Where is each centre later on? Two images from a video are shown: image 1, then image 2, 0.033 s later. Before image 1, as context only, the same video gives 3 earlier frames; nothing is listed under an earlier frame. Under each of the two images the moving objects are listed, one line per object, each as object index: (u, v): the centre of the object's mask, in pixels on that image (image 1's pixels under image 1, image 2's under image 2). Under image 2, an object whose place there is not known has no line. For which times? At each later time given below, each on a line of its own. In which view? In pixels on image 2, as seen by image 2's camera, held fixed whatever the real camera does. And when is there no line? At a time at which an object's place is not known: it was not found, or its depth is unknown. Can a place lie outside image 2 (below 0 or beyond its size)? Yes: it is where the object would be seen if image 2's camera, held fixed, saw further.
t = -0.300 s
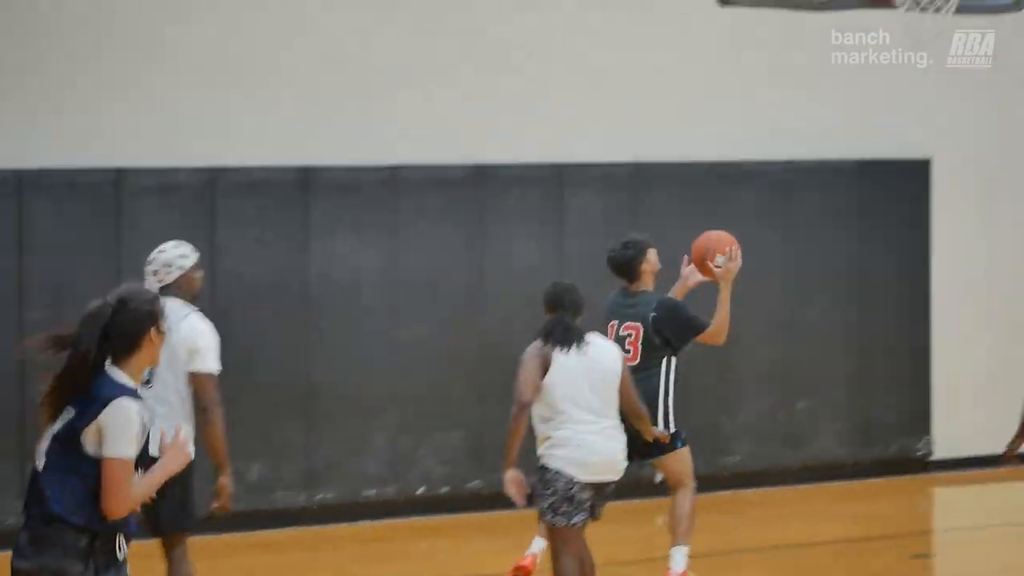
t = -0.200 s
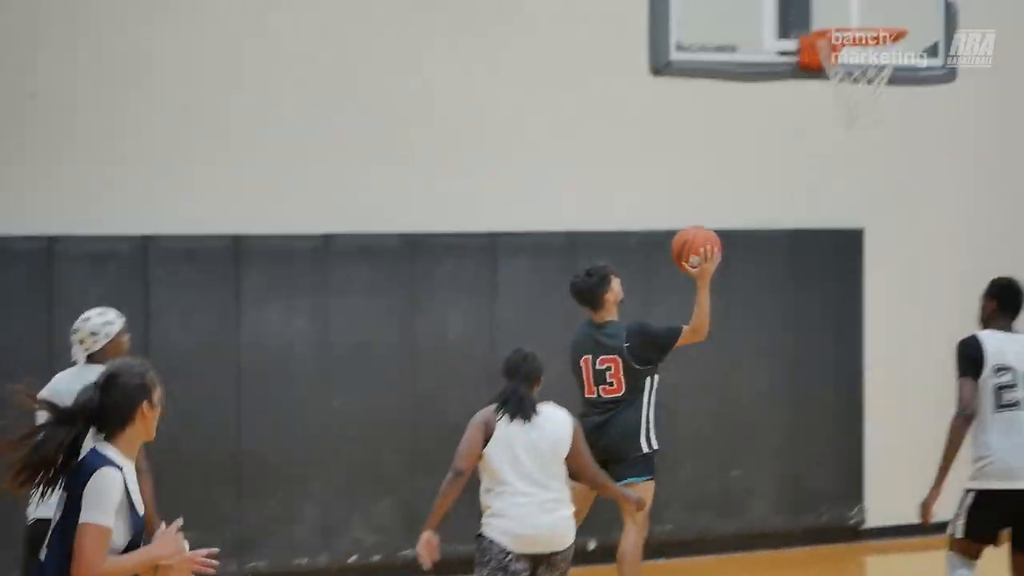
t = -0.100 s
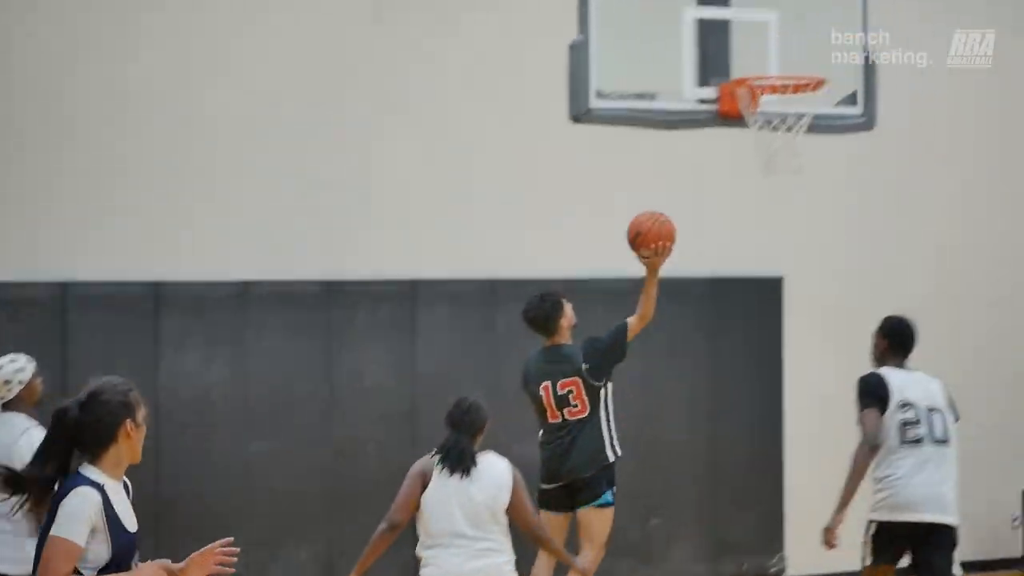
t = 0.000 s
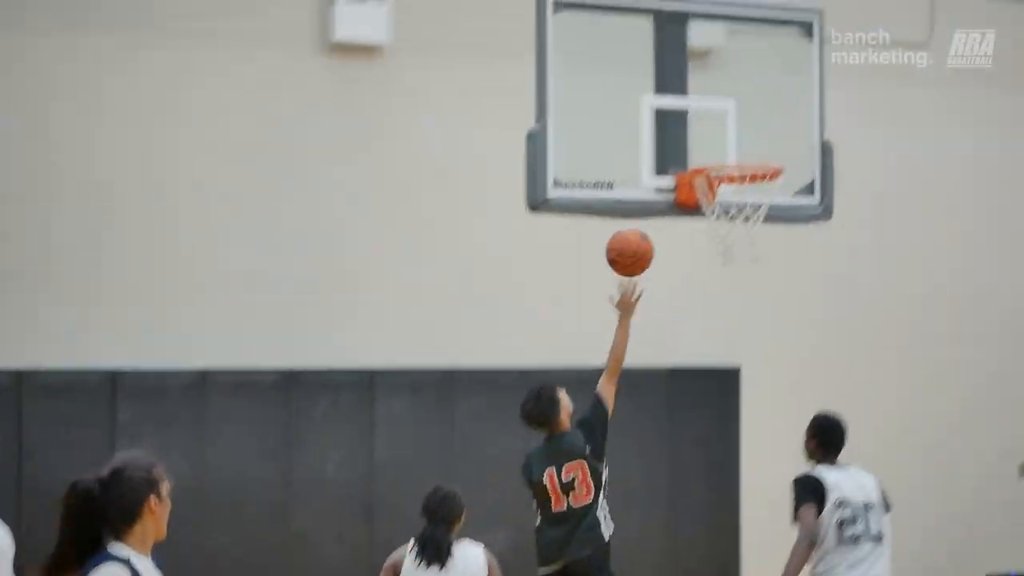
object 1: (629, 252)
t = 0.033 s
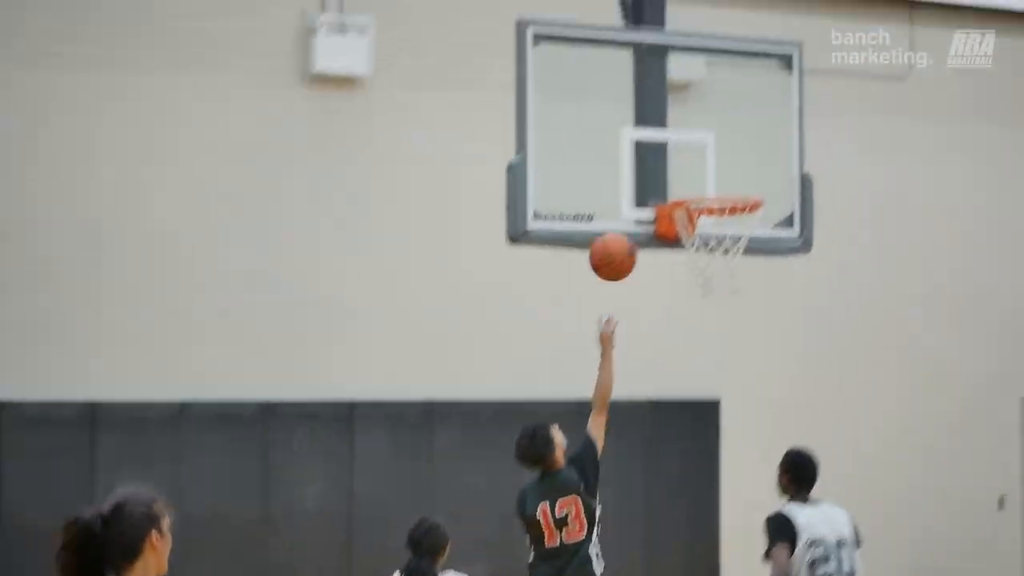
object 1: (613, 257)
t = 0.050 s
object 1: (615, 243)
